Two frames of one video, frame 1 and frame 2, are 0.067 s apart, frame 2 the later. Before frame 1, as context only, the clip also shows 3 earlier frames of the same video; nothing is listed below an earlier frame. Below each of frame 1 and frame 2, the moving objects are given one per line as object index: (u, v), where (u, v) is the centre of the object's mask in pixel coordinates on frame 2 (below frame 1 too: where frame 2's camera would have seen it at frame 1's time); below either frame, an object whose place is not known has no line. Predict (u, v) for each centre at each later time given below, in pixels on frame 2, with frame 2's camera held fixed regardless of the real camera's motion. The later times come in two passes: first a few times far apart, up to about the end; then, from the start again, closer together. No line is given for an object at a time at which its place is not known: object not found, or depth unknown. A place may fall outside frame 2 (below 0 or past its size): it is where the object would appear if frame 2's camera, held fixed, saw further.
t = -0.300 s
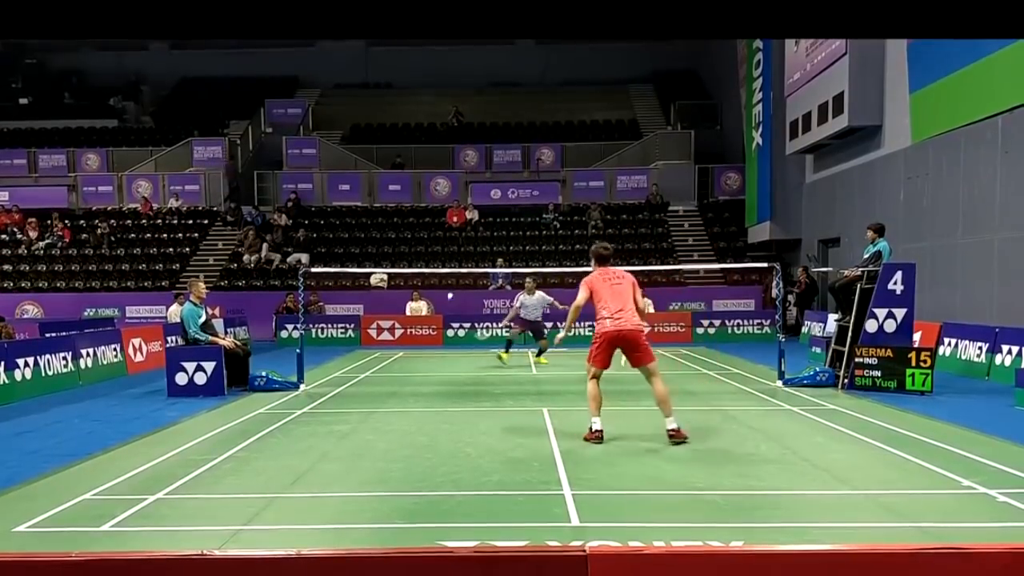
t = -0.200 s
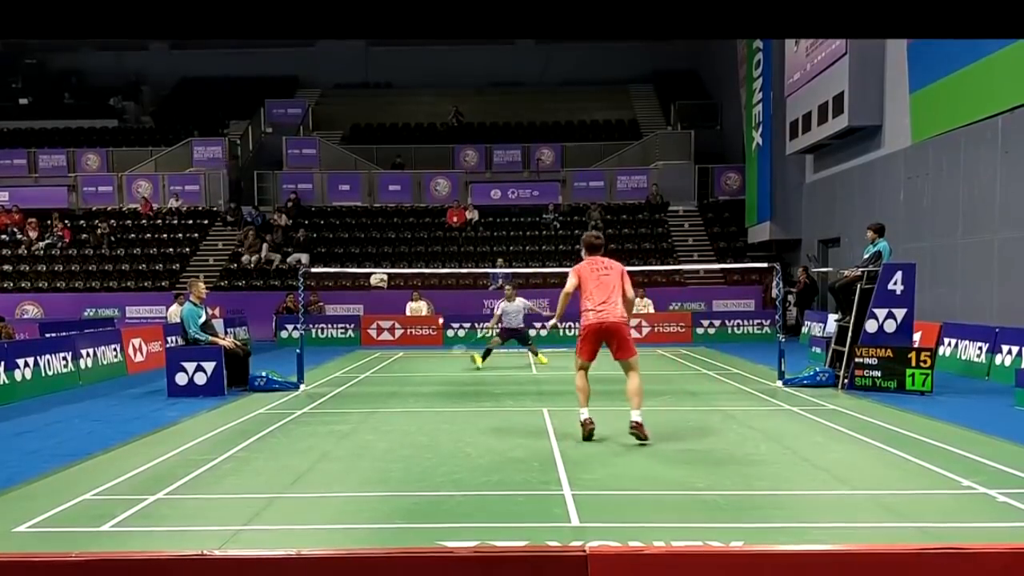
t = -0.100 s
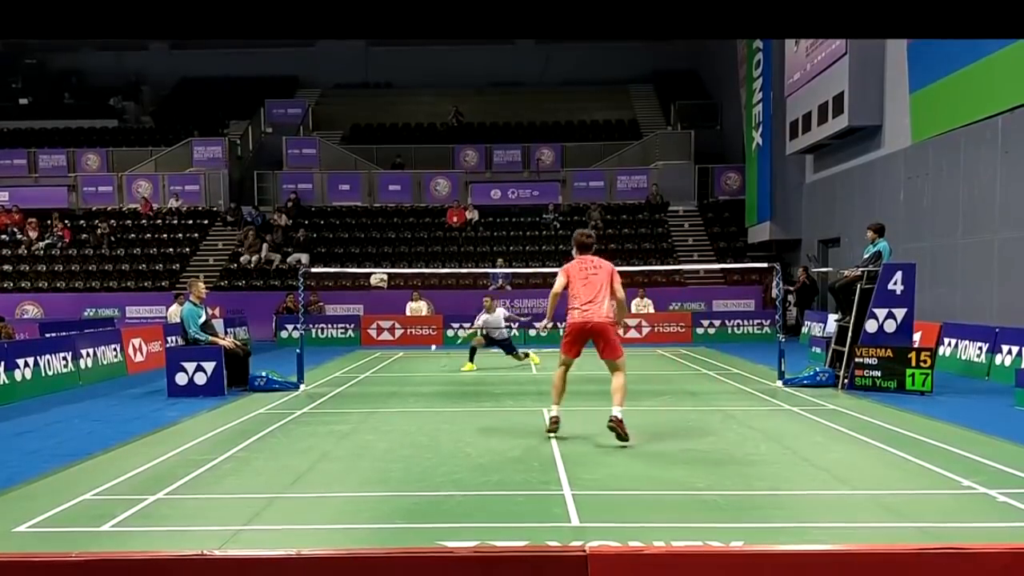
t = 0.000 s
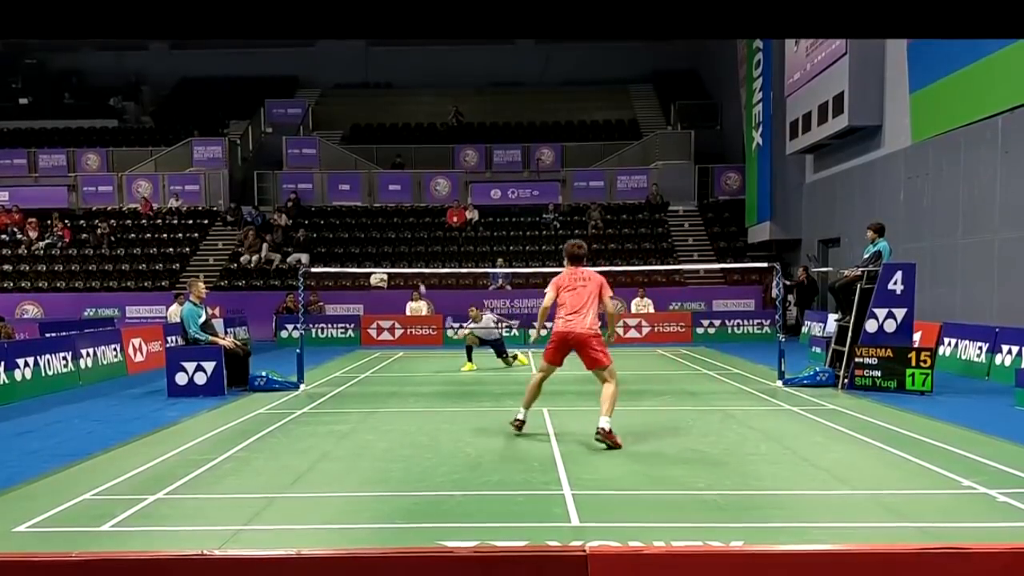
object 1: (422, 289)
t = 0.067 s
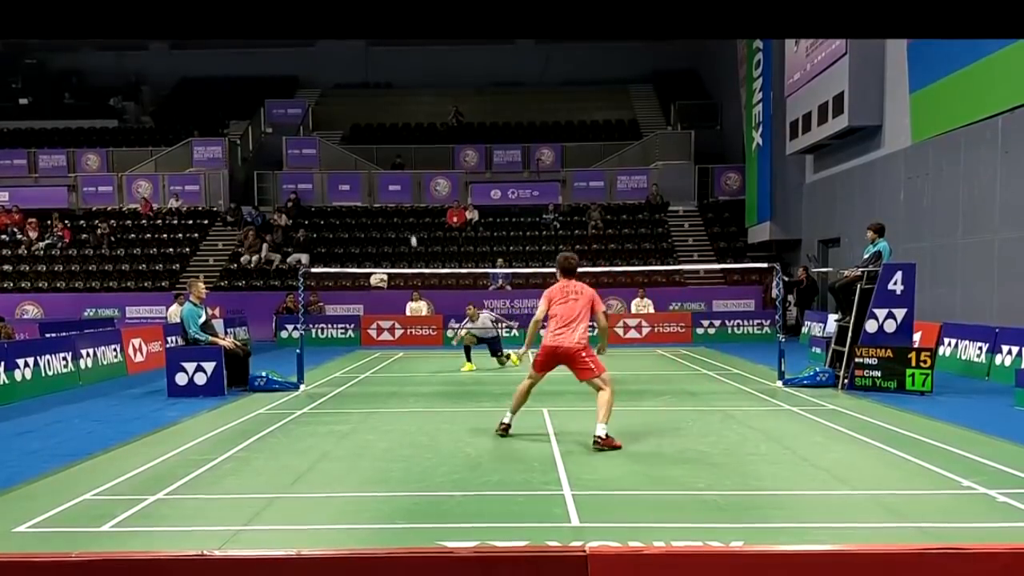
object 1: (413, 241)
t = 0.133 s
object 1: (407, 198)
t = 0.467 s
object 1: (374, 62)
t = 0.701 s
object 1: (345, 39)
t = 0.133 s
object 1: (407, 198)
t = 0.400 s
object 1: (380, 80)
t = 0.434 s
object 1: (377, 71)
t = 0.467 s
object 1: (374, 62)
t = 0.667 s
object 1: (348, 39)
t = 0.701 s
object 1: (345, 39)
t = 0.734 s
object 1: (341, 40)
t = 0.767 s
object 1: (337, 41)
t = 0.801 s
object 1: (333, 44)
